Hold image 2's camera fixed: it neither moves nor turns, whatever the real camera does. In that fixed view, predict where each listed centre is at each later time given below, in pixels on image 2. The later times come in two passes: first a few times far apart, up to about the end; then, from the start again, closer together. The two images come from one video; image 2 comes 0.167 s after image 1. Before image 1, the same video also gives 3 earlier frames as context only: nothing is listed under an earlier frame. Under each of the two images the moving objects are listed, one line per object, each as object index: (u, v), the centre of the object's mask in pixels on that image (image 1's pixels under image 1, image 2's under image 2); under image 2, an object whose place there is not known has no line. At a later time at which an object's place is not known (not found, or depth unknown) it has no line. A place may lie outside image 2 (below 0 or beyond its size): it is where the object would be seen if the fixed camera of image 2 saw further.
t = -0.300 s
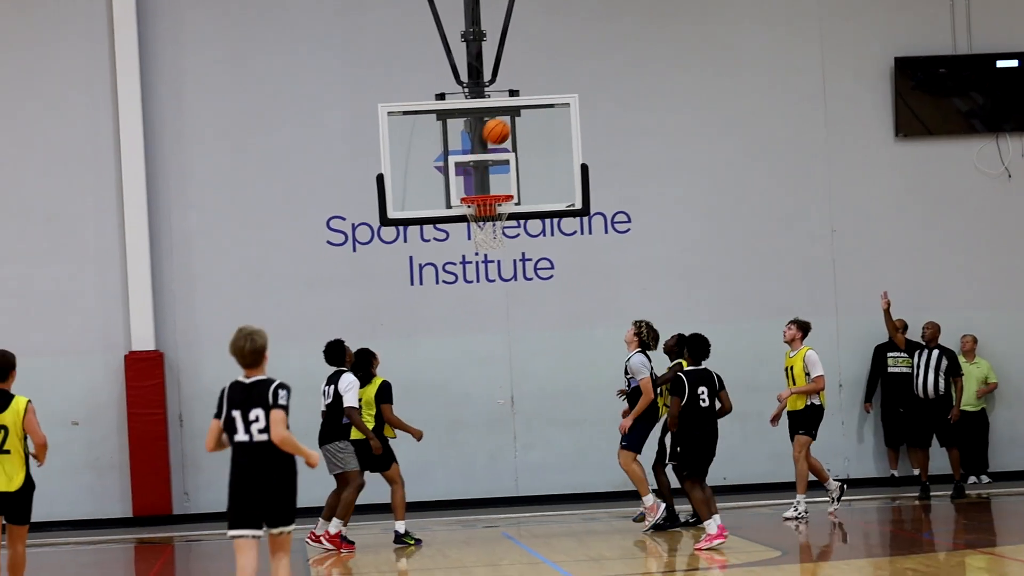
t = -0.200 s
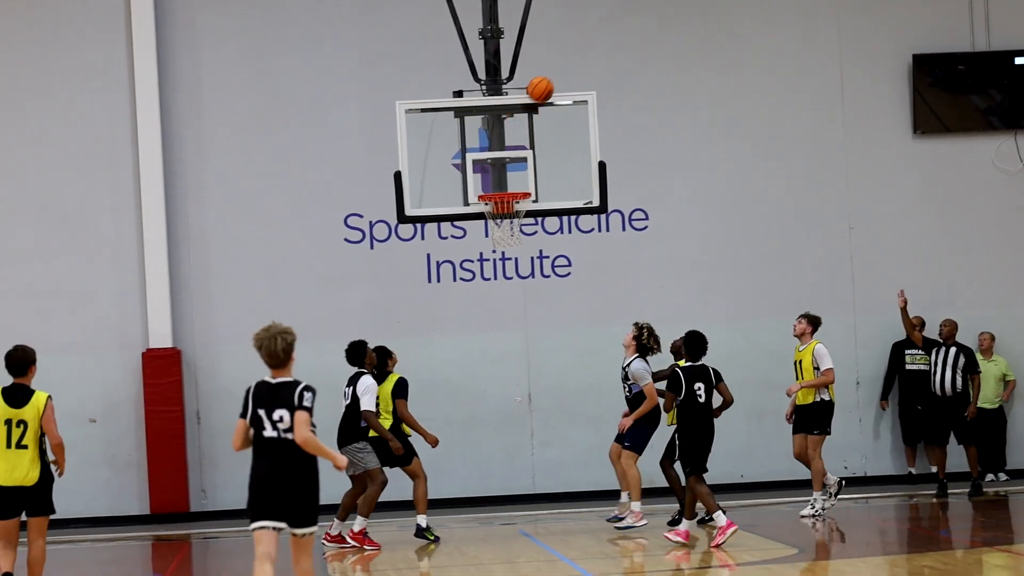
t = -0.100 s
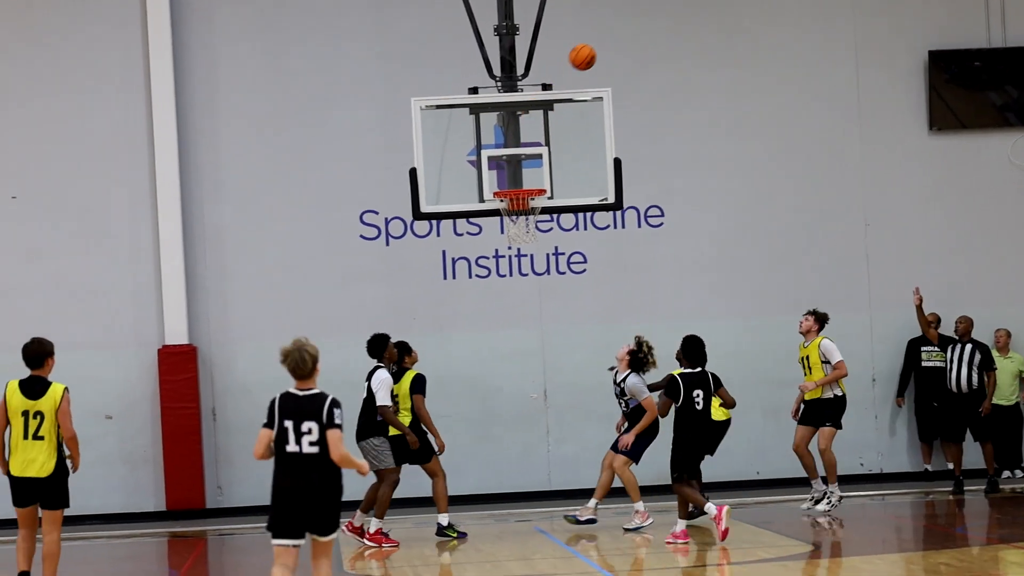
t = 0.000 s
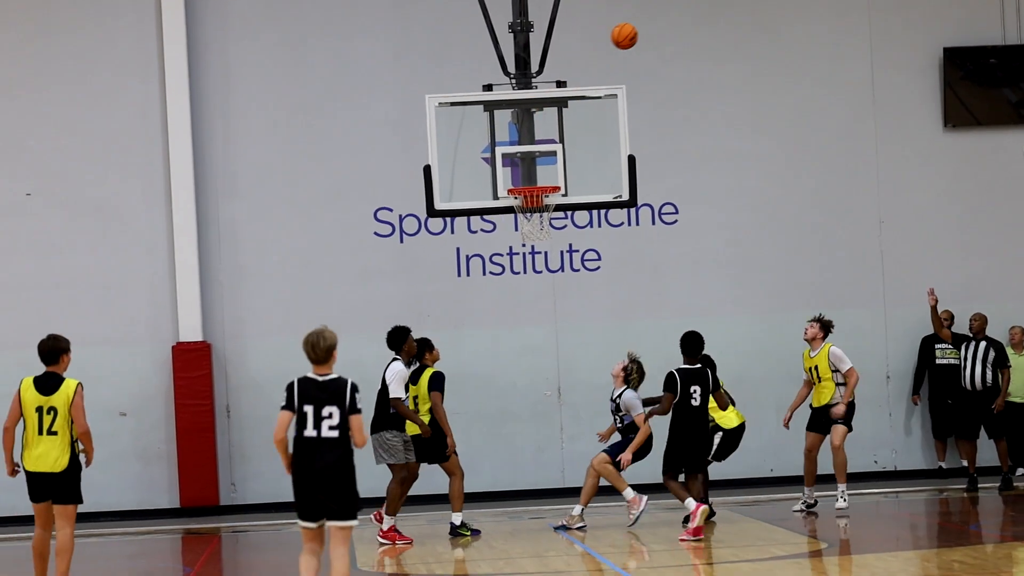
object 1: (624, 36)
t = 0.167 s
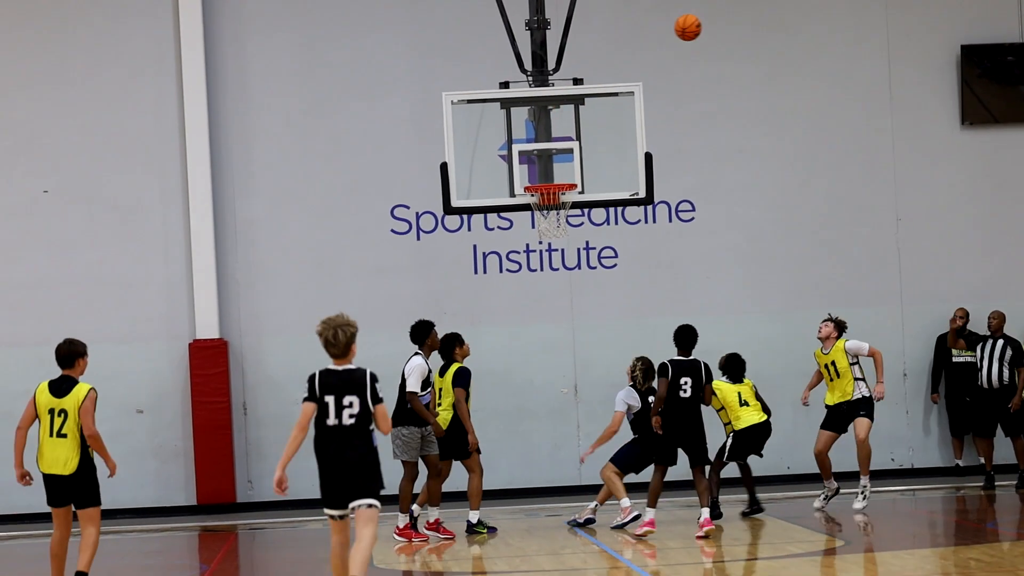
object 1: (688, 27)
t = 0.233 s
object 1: (705, 33)
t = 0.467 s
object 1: (776, 93)
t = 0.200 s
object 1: (696, 29)
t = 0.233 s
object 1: (705, 33)
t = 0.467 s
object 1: (776, 93)
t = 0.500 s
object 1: (788, 106)
